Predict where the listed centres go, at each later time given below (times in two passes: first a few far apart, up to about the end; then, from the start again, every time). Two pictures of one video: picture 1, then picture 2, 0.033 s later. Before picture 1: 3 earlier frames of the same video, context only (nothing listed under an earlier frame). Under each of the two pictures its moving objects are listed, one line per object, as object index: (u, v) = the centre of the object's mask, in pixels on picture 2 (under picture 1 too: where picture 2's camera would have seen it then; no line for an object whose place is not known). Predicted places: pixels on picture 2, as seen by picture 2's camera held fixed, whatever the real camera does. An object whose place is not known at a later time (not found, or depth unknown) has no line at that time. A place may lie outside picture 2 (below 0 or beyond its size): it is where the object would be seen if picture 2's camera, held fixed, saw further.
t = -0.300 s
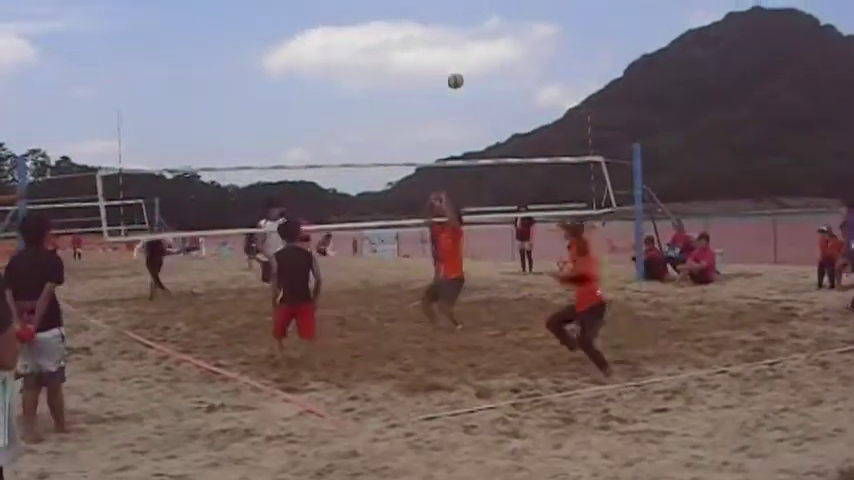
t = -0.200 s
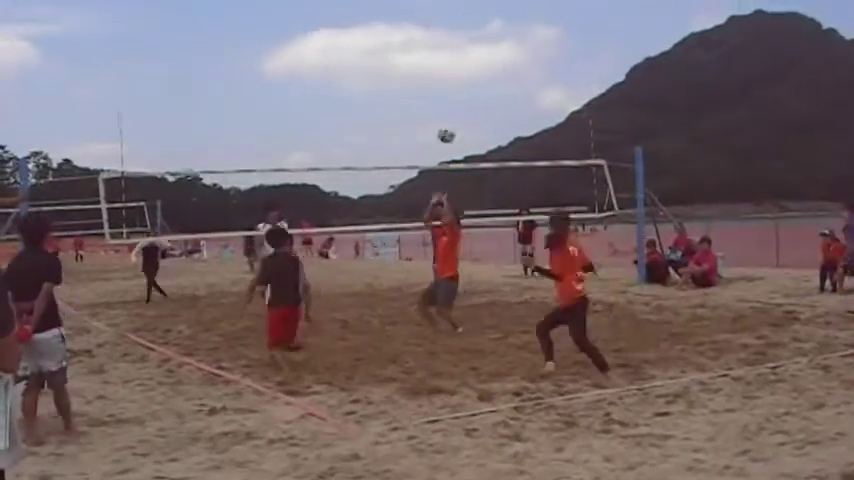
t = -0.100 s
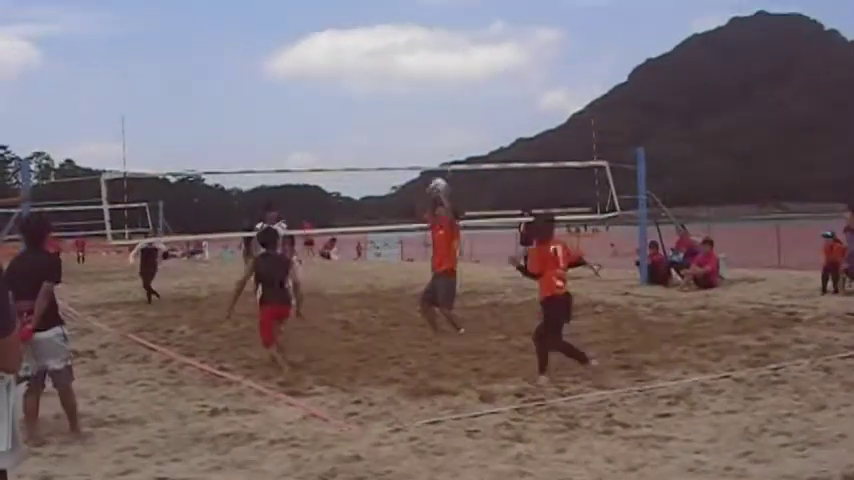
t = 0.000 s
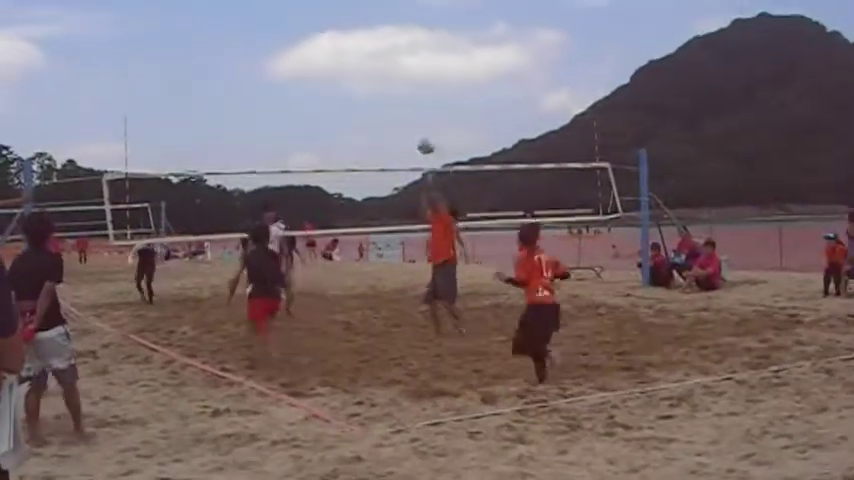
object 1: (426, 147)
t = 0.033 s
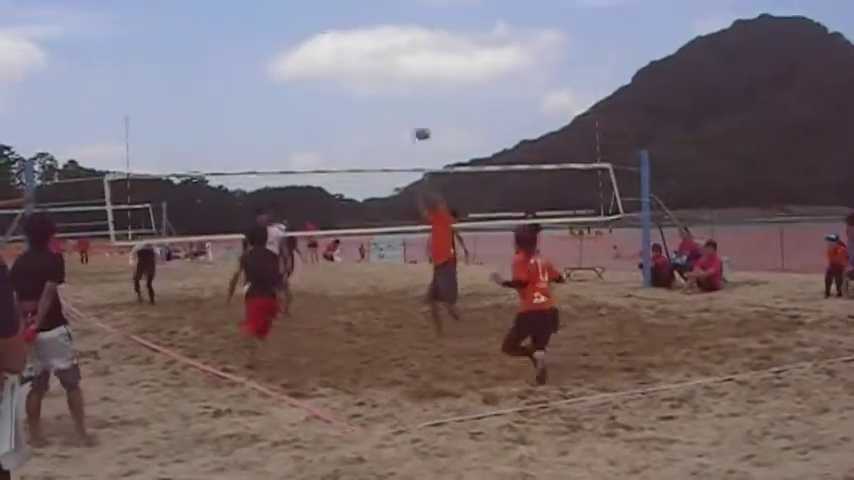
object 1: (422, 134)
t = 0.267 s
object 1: (386, 55)
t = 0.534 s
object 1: (349, 25)
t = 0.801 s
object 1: (311, 48)
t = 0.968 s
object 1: (288, 89)
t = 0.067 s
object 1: (416, 119)
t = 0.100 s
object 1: (410, 106)
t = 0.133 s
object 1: (406, 93)
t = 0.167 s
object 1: (401, 82)
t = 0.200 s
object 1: (396, 72)
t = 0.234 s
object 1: (391, 63)
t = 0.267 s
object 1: (386, 55)
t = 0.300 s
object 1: (382, 48)
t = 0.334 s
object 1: (376, 42)
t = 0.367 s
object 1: (371, 37)
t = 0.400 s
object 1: (367, 32)
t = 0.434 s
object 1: (362, 30)
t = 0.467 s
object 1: (358, 27)
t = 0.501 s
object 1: (353, 26)
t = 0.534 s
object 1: (349, 25)
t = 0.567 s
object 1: (344, 25)
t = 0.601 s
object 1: (340, 26)
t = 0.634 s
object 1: (335, 28)
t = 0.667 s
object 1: (329, 30)
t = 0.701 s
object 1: (325, 33)
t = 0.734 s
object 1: (320, 38)
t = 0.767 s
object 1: (319, 42)
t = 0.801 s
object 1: (311, 48)
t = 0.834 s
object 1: (306, 54)
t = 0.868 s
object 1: (302, 62)
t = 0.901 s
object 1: (297, 70)
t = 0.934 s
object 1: (293, 79)
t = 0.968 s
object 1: (288, 89)
